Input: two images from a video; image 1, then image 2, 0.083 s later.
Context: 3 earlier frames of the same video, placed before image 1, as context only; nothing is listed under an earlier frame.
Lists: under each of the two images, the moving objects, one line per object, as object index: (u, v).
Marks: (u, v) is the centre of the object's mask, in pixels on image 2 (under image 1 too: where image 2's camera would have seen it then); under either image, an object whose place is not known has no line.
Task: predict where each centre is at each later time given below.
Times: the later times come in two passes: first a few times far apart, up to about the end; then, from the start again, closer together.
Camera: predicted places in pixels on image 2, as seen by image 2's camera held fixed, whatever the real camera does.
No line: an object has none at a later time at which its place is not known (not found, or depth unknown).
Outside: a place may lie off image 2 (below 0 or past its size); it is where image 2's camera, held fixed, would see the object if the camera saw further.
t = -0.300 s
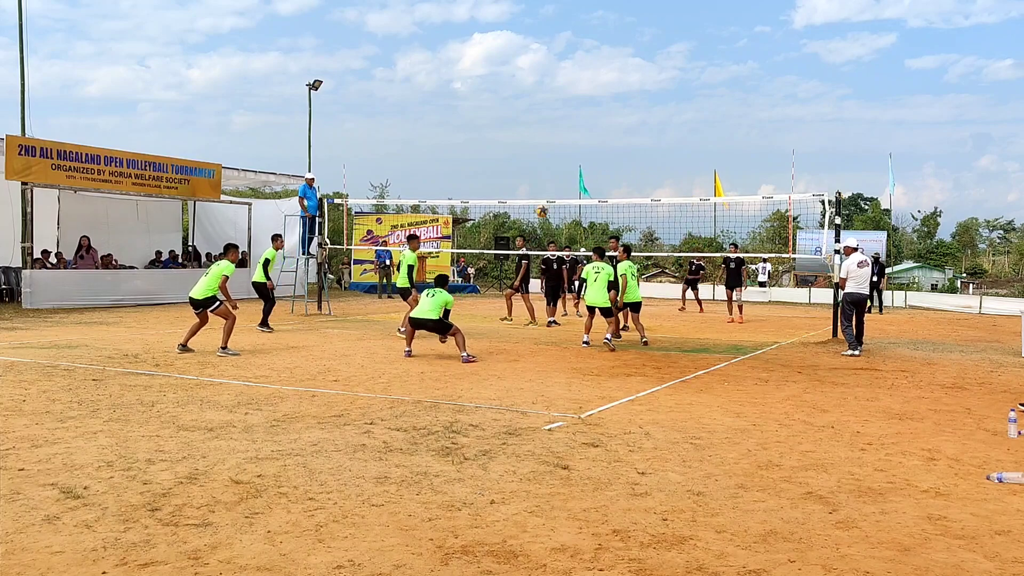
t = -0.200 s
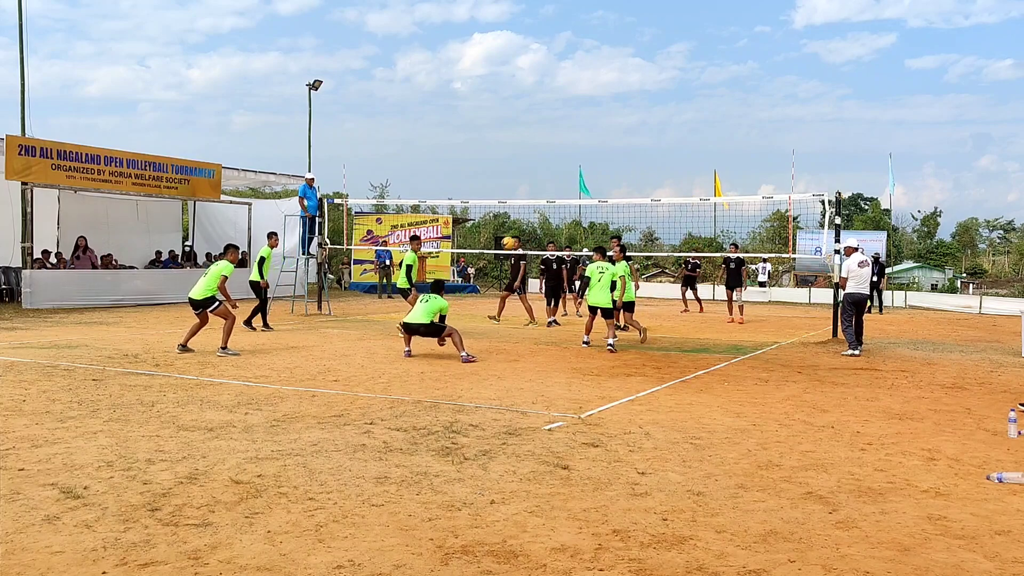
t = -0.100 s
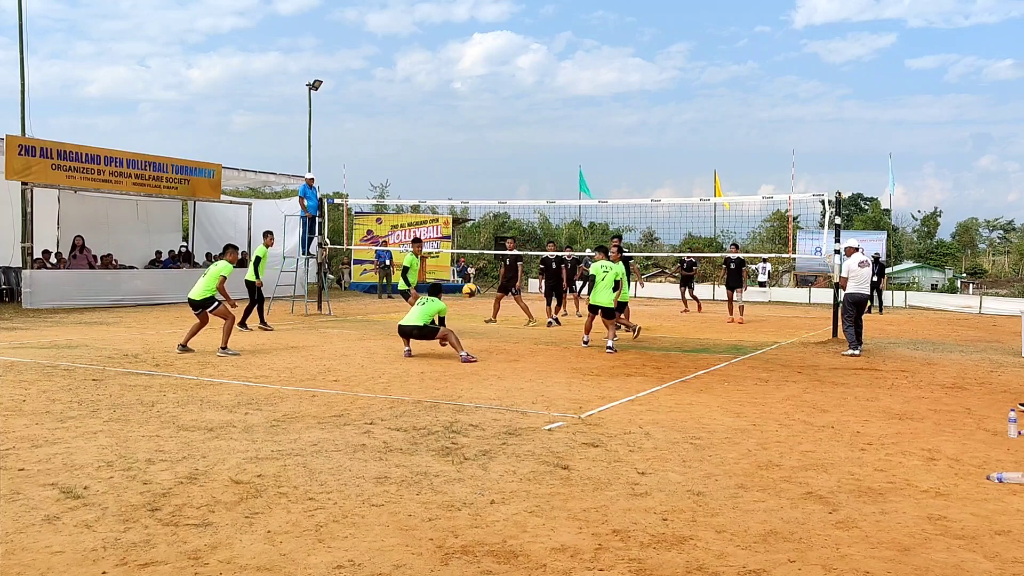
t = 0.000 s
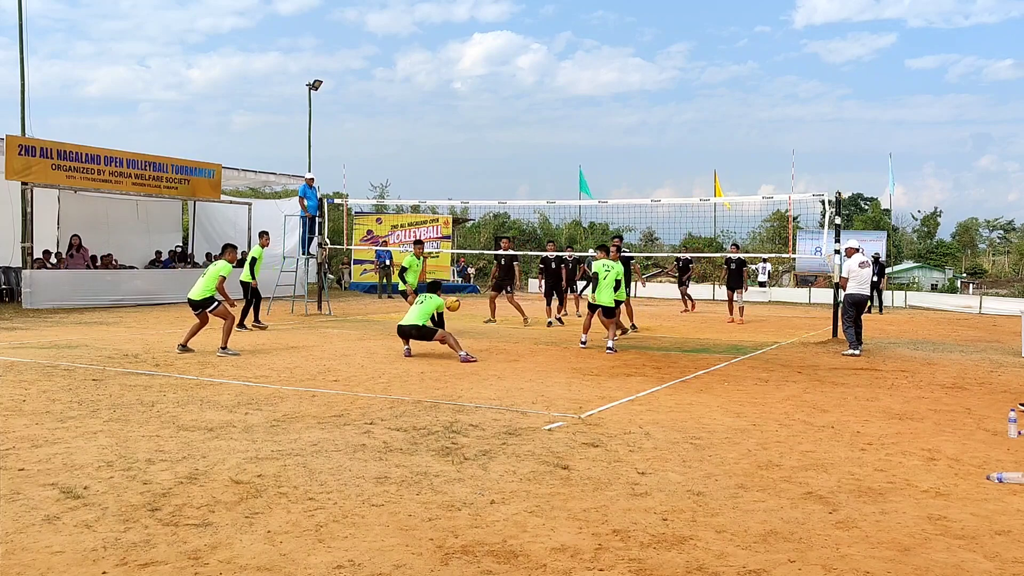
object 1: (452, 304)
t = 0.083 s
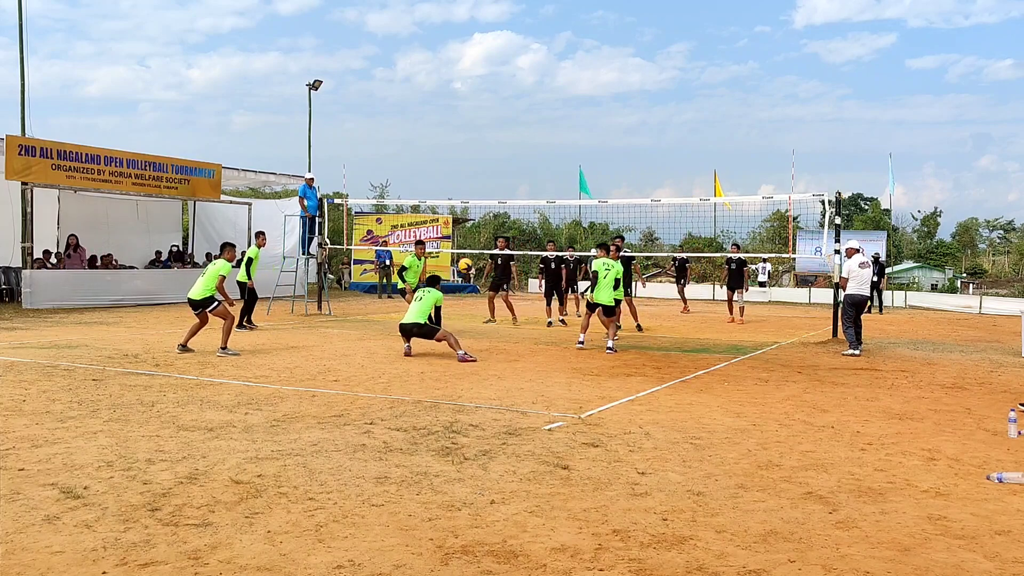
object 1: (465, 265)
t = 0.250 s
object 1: (490, 207)
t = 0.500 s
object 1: (523, 158)
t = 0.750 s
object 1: (551, 151)
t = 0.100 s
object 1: (467, 258)
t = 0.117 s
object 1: (470, 251)
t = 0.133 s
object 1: (473, 245)
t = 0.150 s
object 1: (476, 240)
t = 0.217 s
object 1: (486, 216)
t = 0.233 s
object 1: (488, 212)
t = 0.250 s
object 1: (490, 207)
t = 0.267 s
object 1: (492, 202)
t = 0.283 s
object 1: (494, 197)
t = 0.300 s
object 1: (497, 193)
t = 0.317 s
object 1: (499, 189)
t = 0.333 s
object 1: (501, 185)
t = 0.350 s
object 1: (503, 182)
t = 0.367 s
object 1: (506, 179)
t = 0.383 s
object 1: (508, 175)
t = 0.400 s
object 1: (510, 172)
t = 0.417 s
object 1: (512, 169)
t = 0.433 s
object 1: (514, 167)
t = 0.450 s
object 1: (517, 164)
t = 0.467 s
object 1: (519, 162)
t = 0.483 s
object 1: (520, 160)
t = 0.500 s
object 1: (523, 158)
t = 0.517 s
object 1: (524, 156)
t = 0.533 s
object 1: (527, 155)
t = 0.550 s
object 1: (528, 154)
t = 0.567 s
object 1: (530, 152)
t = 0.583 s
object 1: (532, 152)
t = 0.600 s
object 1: (534, 151)
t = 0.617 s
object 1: (536, 150)
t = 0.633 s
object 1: (538, 150)
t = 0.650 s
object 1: (540, 149)
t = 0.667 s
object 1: (542, 149)
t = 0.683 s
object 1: (544, 149)
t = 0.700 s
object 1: (546, 149)
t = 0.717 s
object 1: (548, 150)
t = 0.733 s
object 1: (549, 150)
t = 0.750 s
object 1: (551, 151)
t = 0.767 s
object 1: (553, 152)
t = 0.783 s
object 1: (555, 153)
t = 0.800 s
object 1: (556, 154)
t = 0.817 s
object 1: (558, 155)
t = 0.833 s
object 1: (560, 157)
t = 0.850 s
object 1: (562, 158)
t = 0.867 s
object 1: (563, 160)
